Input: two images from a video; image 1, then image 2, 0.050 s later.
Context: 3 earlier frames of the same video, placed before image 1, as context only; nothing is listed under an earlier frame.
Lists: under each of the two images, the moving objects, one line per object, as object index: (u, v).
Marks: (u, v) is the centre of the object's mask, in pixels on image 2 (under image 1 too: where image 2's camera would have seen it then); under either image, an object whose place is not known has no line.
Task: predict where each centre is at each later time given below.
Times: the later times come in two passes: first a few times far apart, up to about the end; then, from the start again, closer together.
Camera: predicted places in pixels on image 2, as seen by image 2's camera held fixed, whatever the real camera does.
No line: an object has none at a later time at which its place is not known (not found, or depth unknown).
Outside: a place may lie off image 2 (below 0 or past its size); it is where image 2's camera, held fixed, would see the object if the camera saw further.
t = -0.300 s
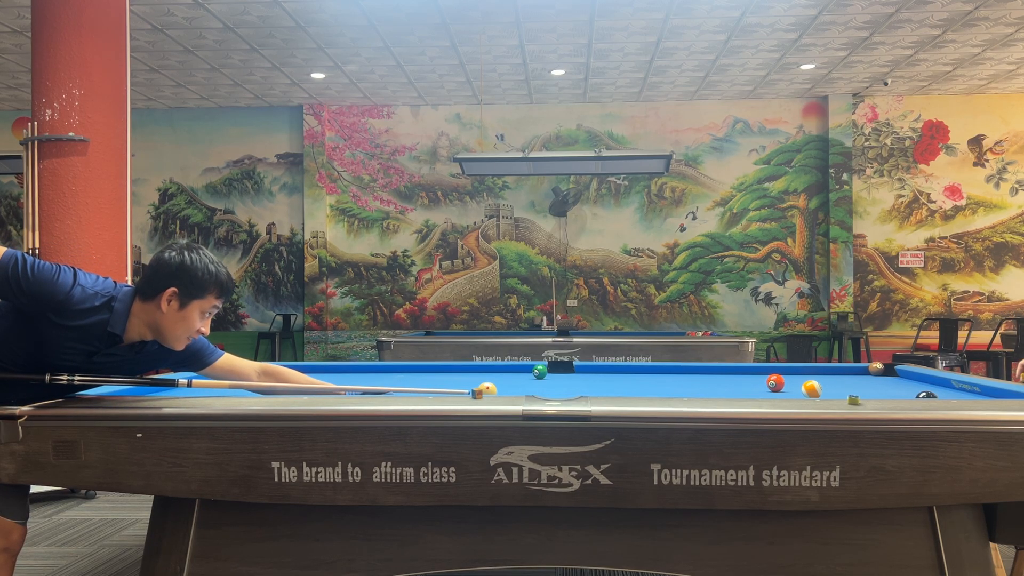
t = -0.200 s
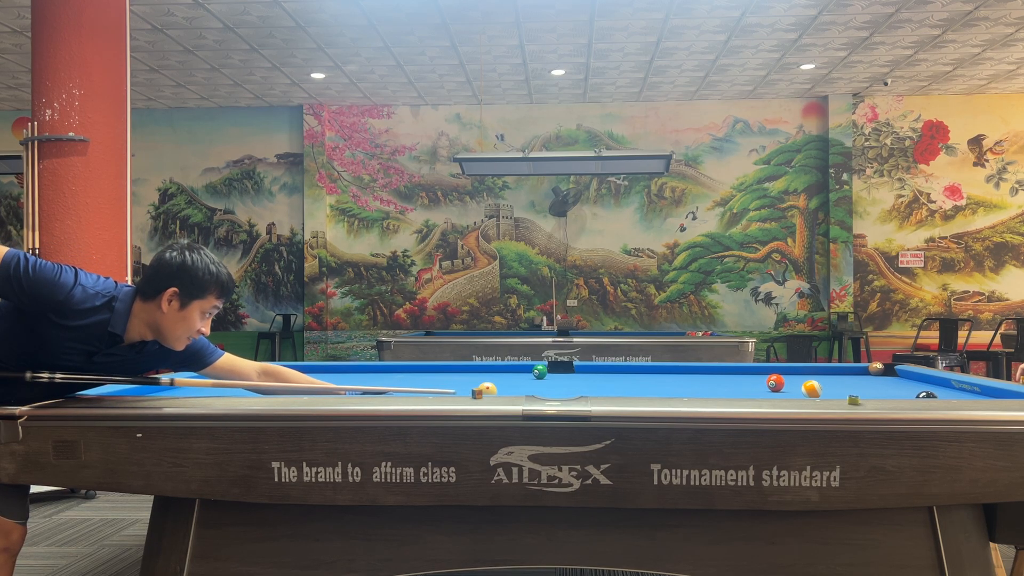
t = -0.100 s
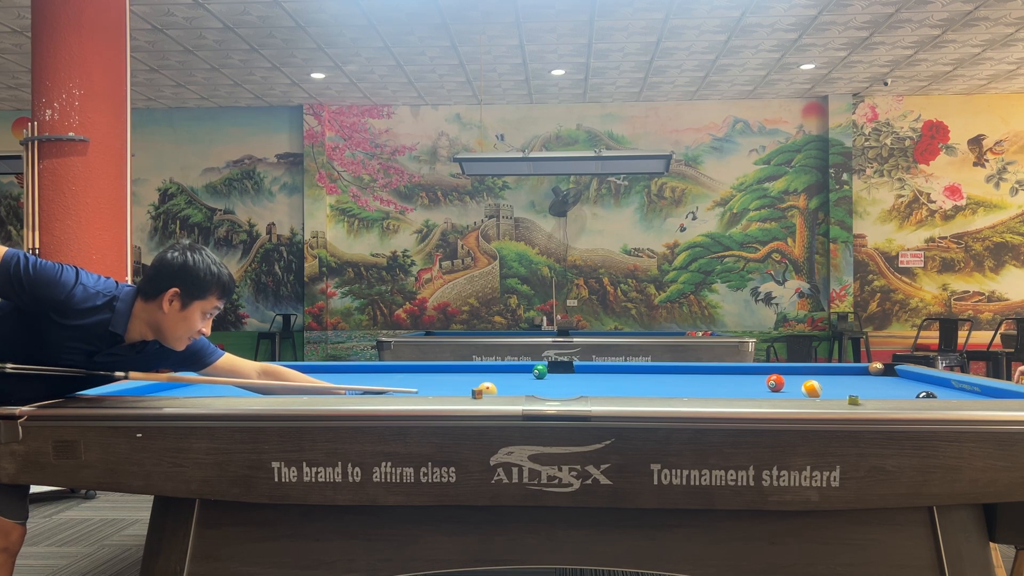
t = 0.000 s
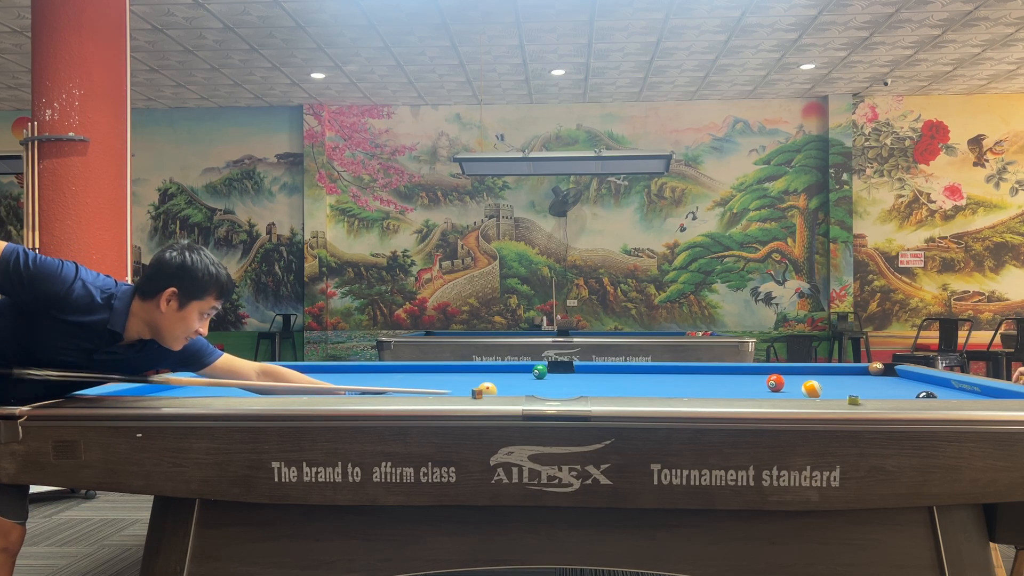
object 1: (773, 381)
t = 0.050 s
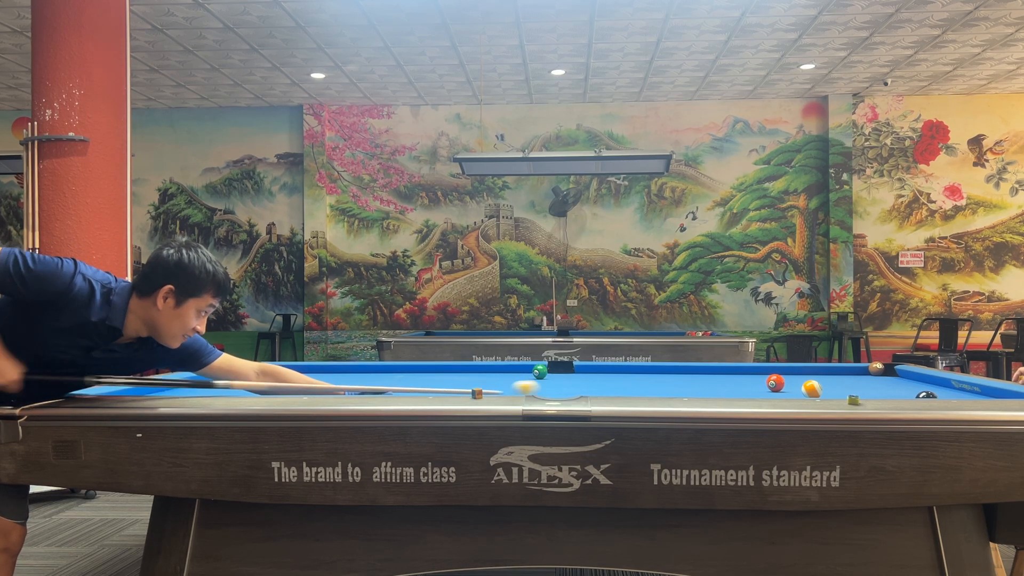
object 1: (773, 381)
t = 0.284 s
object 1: (797, 375)
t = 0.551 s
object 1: (863, 369)
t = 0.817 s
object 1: (870, 370)
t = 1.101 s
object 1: (880, 372)
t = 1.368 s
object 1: (888, 374)
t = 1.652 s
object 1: (896, 375)
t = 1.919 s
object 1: (903, 376)
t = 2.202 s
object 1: (910, 378)
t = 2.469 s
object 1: (916, 379)
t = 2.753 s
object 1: (921, 380)
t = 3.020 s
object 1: (925, 381)
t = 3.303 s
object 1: (928, 381)
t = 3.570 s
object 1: (930, 382)
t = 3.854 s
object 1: (931, 382)
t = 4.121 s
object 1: (931, 382)
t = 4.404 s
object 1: (931, 383)
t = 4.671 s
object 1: (931, 383)
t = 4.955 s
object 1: (931, 383)
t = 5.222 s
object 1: (931, 383)
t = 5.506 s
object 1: (931, 383)
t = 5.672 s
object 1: (931, 383)
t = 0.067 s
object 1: (773, 381)
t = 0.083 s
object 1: (773, 381)
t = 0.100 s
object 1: (773, 381)
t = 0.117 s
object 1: (773, 381)
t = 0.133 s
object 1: (773, 381)
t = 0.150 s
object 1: (773, 381)
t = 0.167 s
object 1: (773, 381)
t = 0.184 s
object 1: (773, 381)
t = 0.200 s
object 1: (773, 381)
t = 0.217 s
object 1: (773, 381)
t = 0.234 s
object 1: (779, 377)
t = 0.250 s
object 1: (784, 375)
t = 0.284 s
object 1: (797, 375)
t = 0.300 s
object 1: (803, 375)
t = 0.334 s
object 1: (818, 375)
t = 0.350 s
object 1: (824, 375)
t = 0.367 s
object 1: (830, 374)
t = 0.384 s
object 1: (836, 373)
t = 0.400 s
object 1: (842, 373)
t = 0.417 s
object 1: (847, 372)
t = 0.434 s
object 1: (852, 371)
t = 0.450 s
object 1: (857, 370)
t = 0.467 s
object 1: (862, 370)
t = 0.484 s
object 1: (866, 369)
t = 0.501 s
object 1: (866, 369)
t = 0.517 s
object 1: (864, 369)
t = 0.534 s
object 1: (863, 369)
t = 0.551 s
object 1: (863, 369)
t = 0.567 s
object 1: (863, 369)
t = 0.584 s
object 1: (863, 369)
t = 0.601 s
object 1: (863, 369)
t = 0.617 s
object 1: (863, 369)
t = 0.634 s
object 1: (864, 369)
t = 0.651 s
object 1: (864, 369)
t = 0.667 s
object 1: (865, 370)
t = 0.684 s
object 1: (866, 370)
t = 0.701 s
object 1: (866, 370)
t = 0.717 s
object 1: (867, 370)
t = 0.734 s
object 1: (867, 370)
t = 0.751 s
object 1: (868, 370)
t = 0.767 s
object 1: (868, 370)
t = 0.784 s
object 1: (869, 370)
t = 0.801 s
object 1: (870, 370)
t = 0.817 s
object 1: (870, 370)
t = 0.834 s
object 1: (871, 370)
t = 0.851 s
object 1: (871, 370)
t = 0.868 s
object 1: (872, 371)
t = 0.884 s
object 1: (872, 371)
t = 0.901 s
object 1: (873, 371)
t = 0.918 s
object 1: (874, 371)
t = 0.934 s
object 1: (874, 371)
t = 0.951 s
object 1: (875, 371)
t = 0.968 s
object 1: (875, 371)
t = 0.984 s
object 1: (876, 371)
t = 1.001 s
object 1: (876, 372)
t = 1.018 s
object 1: (877, 372)
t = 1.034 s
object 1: (877, 372)
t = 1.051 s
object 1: (878, 372)
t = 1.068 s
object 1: (879, 372)
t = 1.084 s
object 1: (879, 372)
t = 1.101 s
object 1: (880, 372)
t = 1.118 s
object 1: (880, 372)
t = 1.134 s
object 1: (881, 372)
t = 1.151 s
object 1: (881, 372)
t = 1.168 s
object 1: (882, 372)
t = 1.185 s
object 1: (882, 373)
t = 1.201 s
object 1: (883, 373)
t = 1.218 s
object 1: (883, 373)
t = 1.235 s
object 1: (884, 373)
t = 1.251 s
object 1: (884, 373)
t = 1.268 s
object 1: (885, 373)
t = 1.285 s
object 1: (885, 373)
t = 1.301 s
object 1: (886, 373)
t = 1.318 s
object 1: (886, 373)
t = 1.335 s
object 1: (887, 373)
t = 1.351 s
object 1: (887, 373)
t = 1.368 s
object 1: (888, 374)
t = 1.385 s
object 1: (888, 374)
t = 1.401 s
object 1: (889, 374)
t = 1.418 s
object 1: (890, 374)
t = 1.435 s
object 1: (890, 374)
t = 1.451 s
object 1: (891, 374)
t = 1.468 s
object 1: (891, 374)
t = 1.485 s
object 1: (892, 374)
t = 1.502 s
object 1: (892, 374)
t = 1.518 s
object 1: (893, 374)
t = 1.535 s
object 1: (893, 374)
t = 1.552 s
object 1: (894, 374)
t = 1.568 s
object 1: (894, 375)
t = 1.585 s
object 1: (895, 375)
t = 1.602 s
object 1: (895, 375)
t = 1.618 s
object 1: (896, 375)
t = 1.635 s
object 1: (896, 375)
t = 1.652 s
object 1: (896, 375)
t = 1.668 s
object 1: (897, 375)
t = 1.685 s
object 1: (897, 375)
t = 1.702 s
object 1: (898, 375)
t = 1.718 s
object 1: (898, 375)
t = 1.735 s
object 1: (899, 375)
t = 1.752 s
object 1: (899, 375)
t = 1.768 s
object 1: (900, 376)
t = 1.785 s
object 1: (900, 376)
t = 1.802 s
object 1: (900, 376)
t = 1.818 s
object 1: (901, 376)
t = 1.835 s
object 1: (901, 376)
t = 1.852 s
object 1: (902, 376)
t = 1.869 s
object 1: (902, 376)
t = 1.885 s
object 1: (903, 376)
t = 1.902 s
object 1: (903, 376)
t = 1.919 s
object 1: (903, 376)
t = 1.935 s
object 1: (904, 376)
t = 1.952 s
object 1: (904, 377)
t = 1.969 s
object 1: (905, 377)
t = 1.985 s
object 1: (905, 377)
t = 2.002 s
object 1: (905, 377)
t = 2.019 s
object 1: (906, 377)
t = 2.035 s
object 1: (906, 377)
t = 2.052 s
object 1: (906, 377)
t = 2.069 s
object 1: (907, 377)
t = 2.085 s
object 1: (907, 377)
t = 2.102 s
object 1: (908, 377)
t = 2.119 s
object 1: (908, 377)
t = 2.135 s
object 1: (908, 377)
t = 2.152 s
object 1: (909, 377)
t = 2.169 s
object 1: (909, 377)
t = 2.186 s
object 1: (910, 377)
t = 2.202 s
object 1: (910, 378)
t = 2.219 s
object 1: (910, 378)
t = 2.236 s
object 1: (911, 378)
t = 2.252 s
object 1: (911, 378)
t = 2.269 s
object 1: (911, 378)
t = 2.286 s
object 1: (912, 378)
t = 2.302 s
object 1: (912, 378)
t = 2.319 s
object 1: (912, 378)
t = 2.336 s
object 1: (913, 378)
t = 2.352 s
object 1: (913, 378)
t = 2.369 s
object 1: (914, 378)
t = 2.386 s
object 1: (914, 378)
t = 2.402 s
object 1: (914, 378)
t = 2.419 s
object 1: (915, 379)
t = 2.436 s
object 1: (915, 379)
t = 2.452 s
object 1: (915, 379)
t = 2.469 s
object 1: (916, 379)
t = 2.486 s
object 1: (916, 379)
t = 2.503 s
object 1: (916, 379)
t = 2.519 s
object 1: (917, 379)
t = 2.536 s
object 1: (917, 379)
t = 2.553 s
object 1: (917, 379)
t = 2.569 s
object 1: (918, 379)
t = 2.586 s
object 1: (918, 379)
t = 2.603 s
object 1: (918, 379)
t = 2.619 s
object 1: (918, 379)
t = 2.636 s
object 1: (919, 379)
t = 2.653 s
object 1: (919, 380)
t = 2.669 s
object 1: (919, 380)
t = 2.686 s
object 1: (920, 380)
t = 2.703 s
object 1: (920, 380)
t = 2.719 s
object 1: (920, 380)
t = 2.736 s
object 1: (920, 380)
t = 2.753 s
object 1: (921, 380)
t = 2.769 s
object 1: (921, 380)
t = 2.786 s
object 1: (921, 380)
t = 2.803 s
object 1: (922, 380)
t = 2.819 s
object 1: (922, 380)
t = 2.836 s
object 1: (922, 380)
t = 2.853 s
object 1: (922, 380)
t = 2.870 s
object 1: (923, 380)
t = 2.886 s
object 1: (923, 380)
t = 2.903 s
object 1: (923, 380)
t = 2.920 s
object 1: (924, 380)
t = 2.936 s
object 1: (924, 380)
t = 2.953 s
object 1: (924, 380)
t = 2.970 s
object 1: (924, 380)
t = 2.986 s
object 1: (924, 380)
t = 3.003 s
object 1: (925, 380)
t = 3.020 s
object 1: (925, 381)
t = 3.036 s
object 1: (925, 381)
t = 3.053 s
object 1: (925, 381)
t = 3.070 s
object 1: (926, 381)
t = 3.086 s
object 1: (926, 381)
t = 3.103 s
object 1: (926, 381)
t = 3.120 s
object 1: (926, 381)
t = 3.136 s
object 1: (926, 381)
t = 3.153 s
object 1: (926, 381)
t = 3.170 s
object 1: (927, 381)
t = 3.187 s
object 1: (927, 381)
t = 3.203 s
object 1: (927, 381)
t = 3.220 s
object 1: (927, 381)
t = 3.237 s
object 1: (927, 381)
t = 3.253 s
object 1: (927, 381)
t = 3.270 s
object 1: (928, 381)
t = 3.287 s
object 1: (928, 381)
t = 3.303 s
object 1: (928, 381)
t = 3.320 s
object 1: (928, 381)
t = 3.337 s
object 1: (928, 381)
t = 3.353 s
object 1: (928, 381)
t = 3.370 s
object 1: (928, 381)
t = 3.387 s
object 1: (929, 381)
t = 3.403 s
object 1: (929, 382)
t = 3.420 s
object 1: (929, 381)
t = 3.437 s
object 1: (929, 382)
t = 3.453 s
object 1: (929, 382)
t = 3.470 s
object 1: (929, 382)
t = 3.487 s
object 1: (929, 382)
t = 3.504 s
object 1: (929, 382)
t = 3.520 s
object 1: (929, 382)
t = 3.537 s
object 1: (929, 382)
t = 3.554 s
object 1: (930, 382)
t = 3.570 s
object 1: (930, 382)
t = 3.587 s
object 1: (930, 382)
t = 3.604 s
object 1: (930, 382)
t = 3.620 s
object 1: (930, 382)
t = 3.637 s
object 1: (930, 382)
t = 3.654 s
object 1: (930, 382)
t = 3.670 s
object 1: (930, 382)
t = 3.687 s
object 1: (930, 382)
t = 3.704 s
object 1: (930, 382)
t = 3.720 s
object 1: (930, 382)
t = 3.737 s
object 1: (930, 382)
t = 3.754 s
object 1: (931, 382)
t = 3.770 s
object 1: (931, 382)
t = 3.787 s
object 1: (931, 382)
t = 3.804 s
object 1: (931, 382)
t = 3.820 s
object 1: (931, 382)
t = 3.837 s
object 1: (931, 382)
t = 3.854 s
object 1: (931, 382)
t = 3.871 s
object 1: (931, 382)
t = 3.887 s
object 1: (931, 382)
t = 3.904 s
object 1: (931, 382)
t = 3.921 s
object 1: (931, 382)
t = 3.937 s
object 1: (931, 382)
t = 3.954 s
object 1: (931, 382)
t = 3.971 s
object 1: (931, 382)
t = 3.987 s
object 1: (931, 382)
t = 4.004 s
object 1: (931, 382)
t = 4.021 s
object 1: (931, 382)
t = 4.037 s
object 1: (931, 382)
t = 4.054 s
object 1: (931, 382)
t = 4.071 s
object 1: (931, 382)
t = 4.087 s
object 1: (931, 382)
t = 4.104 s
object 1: (931, 382)
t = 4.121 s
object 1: (931, 382)
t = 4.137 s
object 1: (931, 382)
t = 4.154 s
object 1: (931, 382)
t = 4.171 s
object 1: (931, 382)
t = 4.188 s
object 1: (931, 382)
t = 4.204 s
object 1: (931, 382)
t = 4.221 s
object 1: (931, 382)
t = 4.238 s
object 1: (931, 382)
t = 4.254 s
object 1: (931, 382)
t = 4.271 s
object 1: (931, 382)
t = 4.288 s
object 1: (931, 382)
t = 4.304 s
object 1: (931, 383)
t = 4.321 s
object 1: (931, 383)
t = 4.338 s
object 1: (931, 383)
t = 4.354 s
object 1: (931, 383)
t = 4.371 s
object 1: (931, 383)
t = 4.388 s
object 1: (931, 383)
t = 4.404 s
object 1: (931, 383)
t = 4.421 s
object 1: (931, 383)
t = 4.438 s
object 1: (931, 383)
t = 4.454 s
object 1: (931, 383)
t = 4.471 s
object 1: (931, 383)
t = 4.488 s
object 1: (931, 383)
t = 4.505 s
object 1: (931, 383)
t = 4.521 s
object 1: (931, 383)
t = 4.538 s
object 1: (931, 383)
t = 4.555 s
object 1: (931, 383)
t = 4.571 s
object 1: (931, 383)
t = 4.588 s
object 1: (931, 383)
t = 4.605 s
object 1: (931, 383)
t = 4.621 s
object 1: (931, 383)
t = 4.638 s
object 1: (931, 383)
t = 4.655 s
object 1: (931, 383)
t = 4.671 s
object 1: (931, 383)
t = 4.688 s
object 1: (931, 383)
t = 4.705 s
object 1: (931, 383)
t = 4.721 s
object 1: (931, 383)
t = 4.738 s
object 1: (931, 383)
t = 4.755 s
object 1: (931, 383)
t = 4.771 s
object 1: (931, 383)
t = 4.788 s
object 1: (931, 383)
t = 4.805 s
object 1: (931, 383)
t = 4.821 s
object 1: (931, 383)
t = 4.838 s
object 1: (931, 383)
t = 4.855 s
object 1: (931, 383)
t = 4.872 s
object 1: (931, 383)
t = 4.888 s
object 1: (931, 383)
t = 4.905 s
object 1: (931, 383)
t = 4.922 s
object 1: (931, 383)
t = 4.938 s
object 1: (931, 383)
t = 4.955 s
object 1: (931, 383)
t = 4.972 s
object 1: (931, 383)
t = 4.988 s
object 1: (931, 383)
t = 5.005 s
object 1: (931, 383)
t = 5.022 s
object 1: (931, 383)
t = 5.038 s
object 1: (931, 383)
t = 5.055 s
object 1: (931, 383)
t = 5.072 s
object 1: (931, 383)
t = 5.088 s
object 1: (931, 383)
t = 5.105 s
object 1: (931, 383)
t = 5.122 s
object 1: (931, 383)
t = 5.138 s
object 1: (931, 383)
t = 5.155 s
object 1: (931, 383)
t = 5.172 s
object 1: (931, 383)
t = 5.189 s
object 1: (931, 383)
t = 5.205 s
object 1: (931, 383)
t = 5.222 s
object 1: (931, 383)
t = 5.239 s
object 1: (931, 383)
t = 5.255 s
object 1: (931, 383)
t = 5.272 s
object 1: (931, 383)
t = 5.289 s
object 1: (931, 383)
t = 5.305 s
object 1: (931, 383)
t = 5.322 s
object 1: (931, 383)
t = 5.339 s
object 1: (931, 383)
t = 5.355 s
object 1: (931, 383)
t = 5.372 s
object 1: (931, 383)
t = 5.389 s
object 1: (931, 383)
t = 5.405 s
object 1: (931, 383)
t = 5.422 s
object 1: (931, 383)
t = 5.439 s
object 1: (931, 383)
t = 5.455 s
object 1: (931, 383)
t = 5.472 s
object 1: (931, 383)
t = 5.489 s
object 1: (931, 383)
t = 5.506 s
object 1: (931, 383)
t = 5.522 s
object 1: (931, 383)
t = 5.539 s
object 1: (931, 383)
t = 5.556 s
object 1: (931, 383)
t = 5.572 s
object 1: (931, 383)
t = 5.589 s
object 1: (931, 383)
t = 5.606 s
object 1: (931, 383)
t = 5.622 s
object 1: (931, 383)
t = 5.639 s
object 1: (931, 383)
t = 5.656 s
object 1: (931, 383)
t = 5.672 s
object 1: (931, 383)
